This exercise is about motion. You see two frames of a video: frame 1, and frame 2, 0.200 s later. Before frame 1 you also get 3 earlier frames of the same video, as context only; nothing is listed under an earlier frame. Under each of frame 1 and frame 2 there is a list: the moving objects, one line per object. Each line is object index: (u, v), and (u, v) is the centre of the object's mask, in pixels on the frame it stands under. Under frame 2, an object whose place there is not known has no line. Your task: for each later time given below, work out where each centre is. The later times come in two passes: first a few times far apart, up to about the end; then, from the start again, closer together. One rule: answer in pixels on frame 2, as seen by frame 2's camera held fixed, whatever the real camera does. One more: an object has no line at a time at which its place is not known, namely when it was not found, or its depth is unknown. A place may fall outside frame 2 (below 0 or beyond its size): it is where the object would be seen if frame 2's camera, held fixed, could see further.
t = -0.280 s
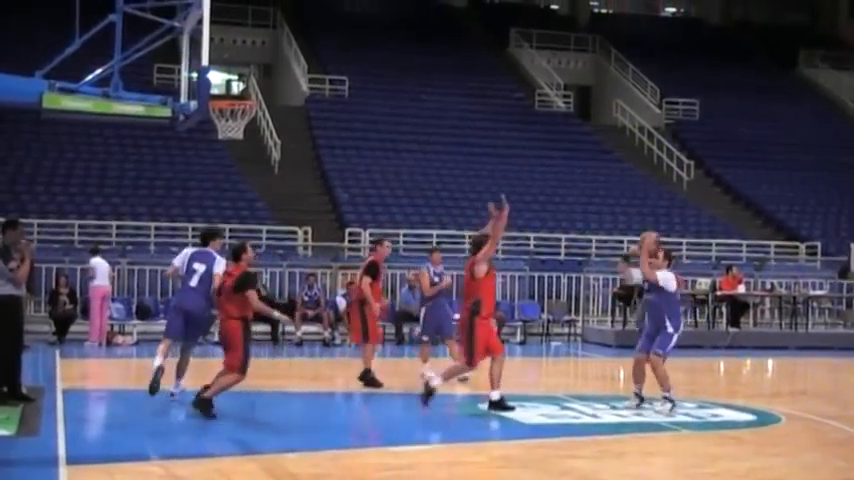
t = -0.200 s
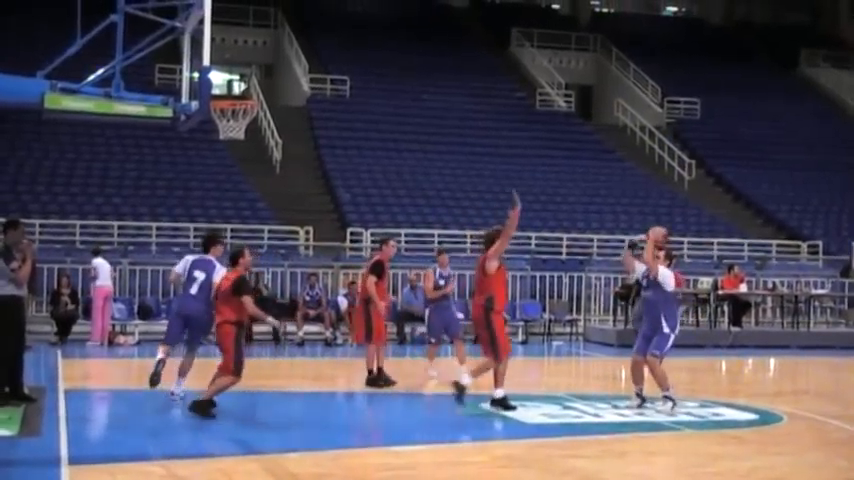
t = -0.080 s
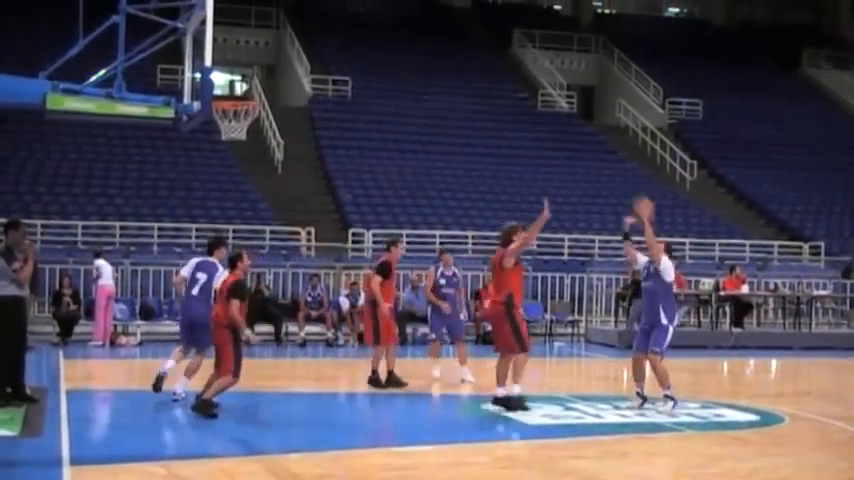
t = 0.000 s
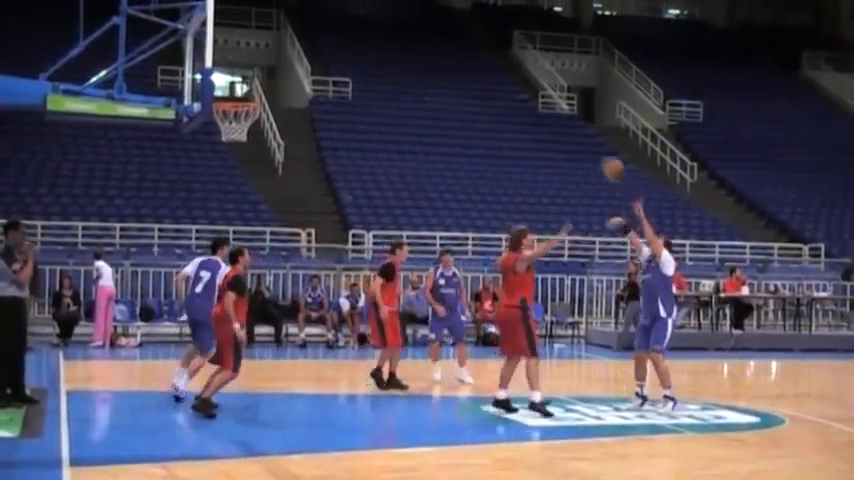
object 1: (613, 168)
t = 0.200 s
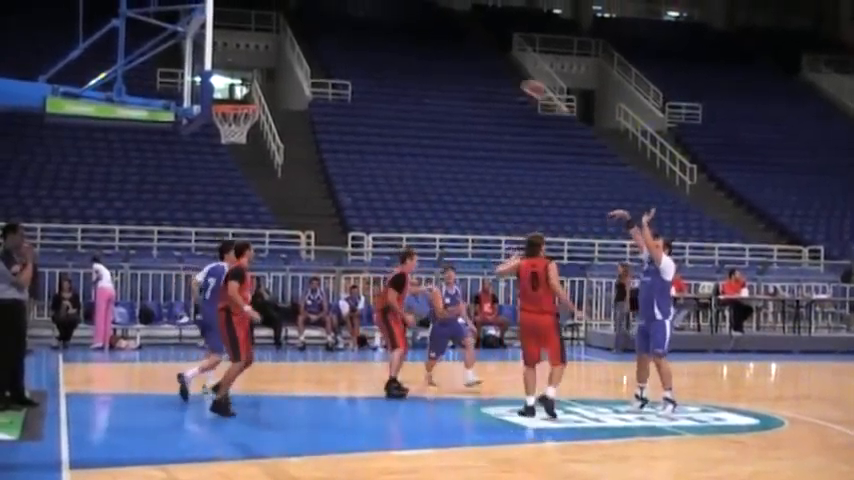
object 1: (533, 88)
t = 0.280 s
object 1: (501, 68)
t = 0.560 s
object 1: (386, 40)
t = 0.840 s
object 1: (269, 84)
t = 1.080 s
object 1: (224, 63)
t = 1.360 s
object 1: (218, 68)
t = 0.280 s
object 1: (501, 68)
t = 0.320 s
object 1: (484, 60)
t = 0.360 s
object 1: (468, 53)
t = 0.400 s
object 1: (451, 48)
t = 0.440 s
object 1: (435, 43)
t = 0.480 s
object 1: (419, 41)
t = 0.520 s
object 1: (403, 39)
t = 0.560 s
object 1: (386, 40)
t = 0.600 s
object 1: (369, 42)
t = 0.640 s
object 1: (353, 46)
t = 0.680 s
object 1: (335, 51)
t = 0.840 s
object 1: (269, 84)
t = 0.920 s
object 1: (247, 94)
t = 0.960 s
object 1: (241, 82)
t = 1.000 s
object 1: (237, 74)
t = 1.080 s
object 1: (224, 63)
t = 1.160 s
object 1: (217, 63)
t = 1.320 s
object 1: (216, 64)
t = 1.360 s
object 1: (218, 68)
